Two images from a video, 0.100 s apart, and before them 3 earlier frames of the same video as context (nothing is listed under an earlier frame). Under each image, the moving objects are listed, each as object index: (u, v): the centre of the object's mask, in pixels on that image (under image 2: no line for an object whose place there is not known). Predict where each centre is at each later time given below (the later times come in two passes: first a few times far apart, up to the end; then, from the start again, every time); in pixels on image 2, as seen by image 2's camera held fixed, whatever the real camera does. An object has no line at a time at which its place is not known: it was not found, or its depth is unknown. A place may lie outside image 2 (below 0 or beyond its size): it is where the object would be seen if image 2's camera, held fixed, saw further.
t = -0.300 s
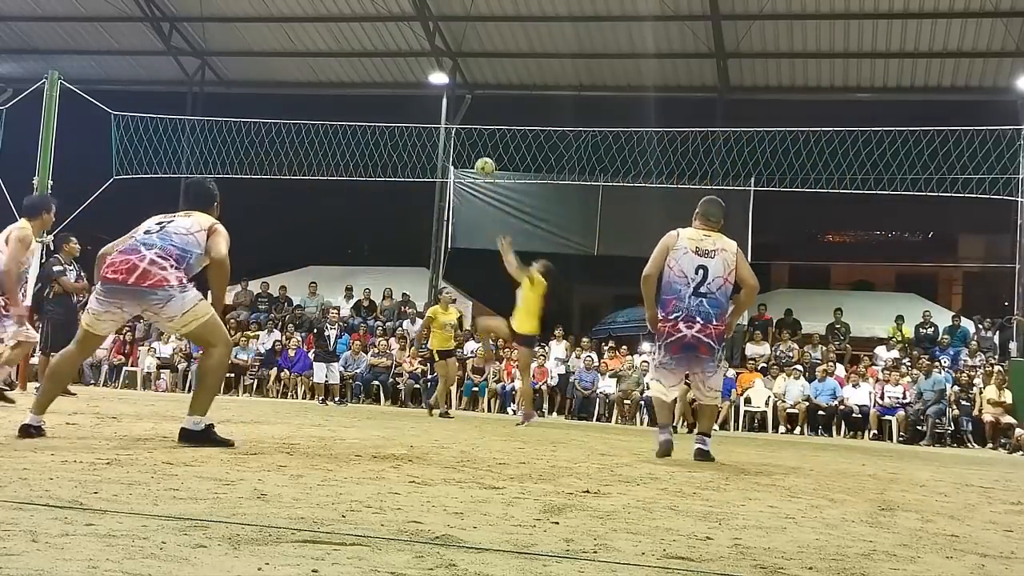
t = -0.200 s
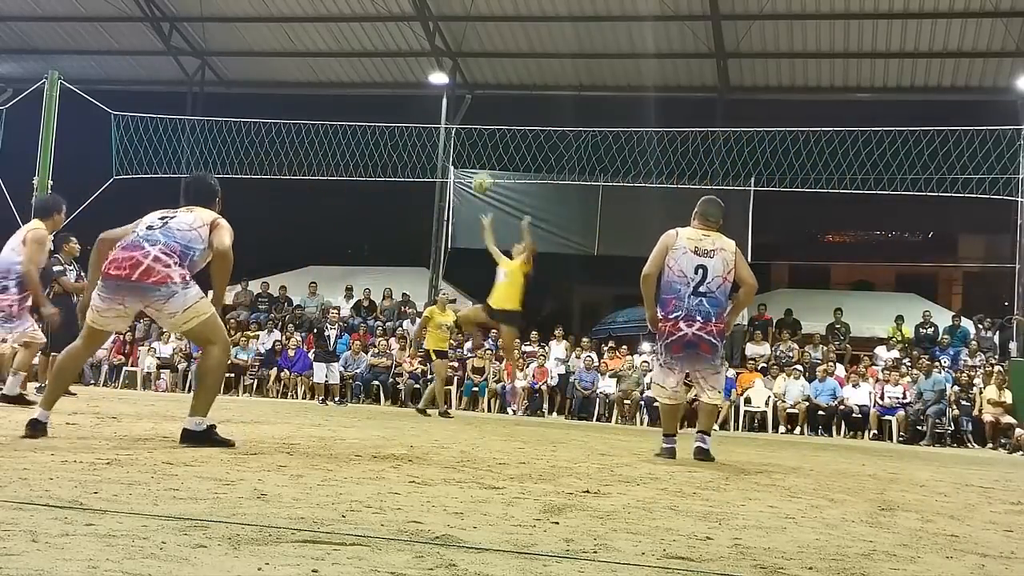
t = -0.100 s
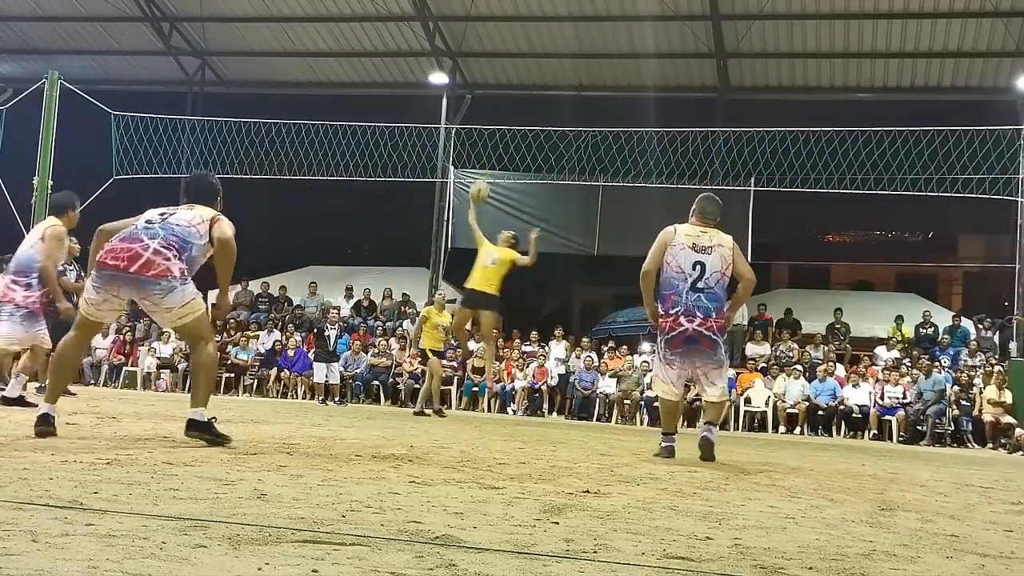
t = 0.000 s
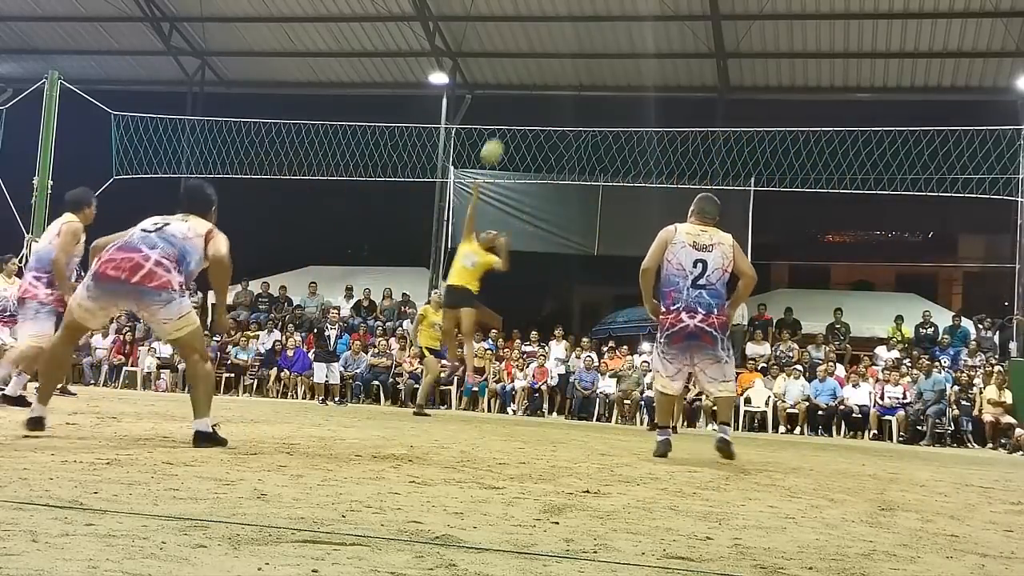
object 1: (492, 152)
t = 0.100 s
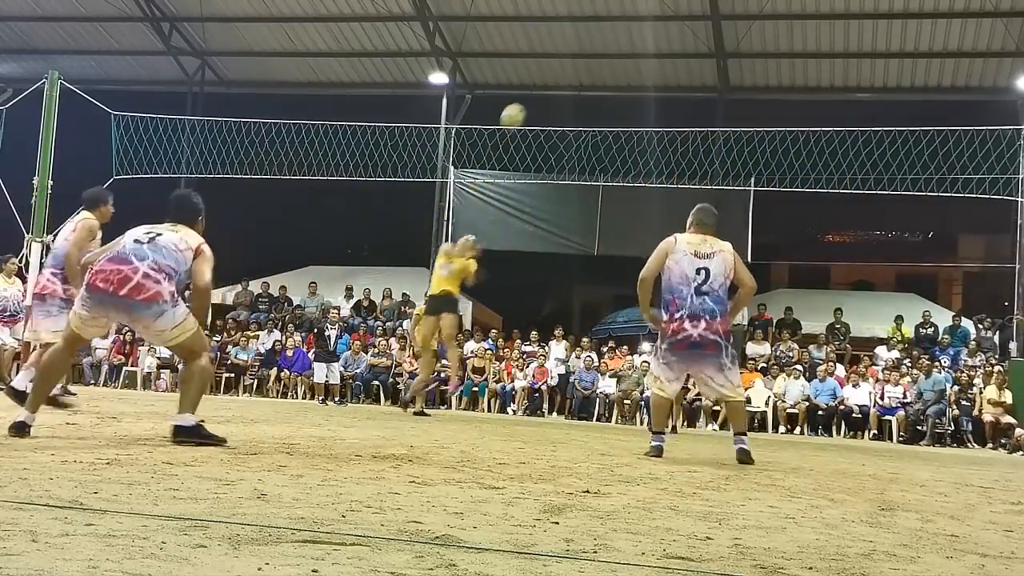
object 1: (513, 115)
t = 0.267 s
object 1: (551, 75)
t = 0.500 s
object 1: (620, 61)
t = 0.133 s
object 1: (520, 107)
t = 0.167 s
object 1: (527, 98)
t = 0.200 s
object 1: (536, 89)
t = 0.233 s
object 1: (543, 82)
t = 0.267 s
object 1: (551, 75)
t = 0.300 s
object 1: (560, 69)
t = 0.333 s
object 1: (569, 64)
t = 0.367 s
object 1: (579, 61)
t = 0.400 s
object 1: (589, 59)
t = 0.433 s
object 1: (599, 59)
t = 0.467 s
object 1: (609, 59)
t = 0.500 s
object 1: (620, 61)
